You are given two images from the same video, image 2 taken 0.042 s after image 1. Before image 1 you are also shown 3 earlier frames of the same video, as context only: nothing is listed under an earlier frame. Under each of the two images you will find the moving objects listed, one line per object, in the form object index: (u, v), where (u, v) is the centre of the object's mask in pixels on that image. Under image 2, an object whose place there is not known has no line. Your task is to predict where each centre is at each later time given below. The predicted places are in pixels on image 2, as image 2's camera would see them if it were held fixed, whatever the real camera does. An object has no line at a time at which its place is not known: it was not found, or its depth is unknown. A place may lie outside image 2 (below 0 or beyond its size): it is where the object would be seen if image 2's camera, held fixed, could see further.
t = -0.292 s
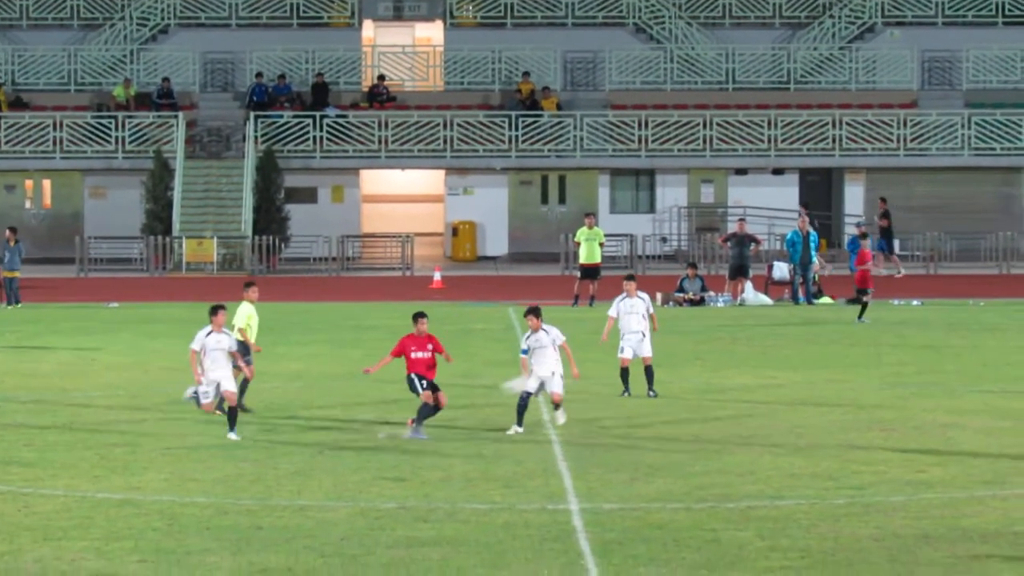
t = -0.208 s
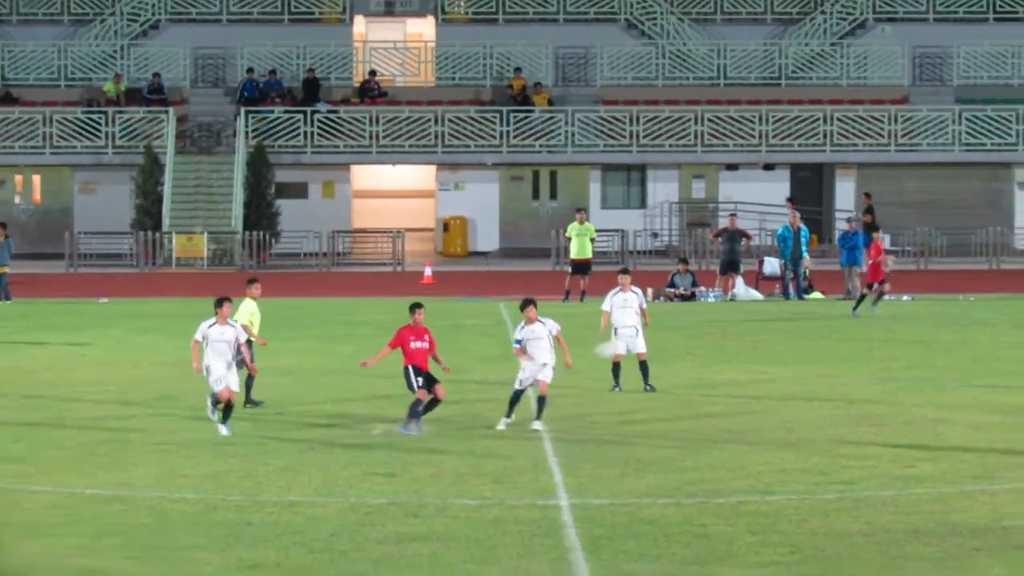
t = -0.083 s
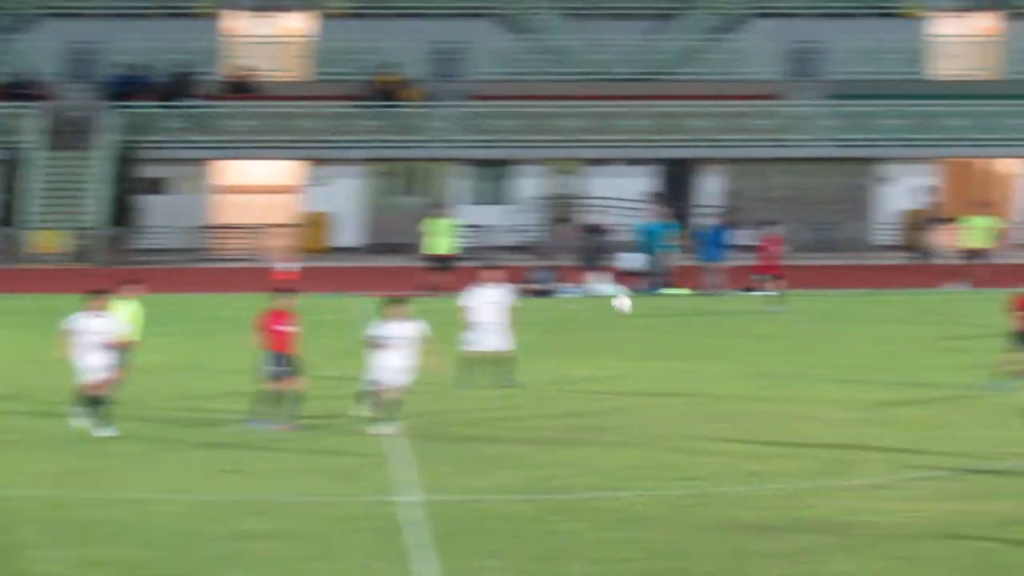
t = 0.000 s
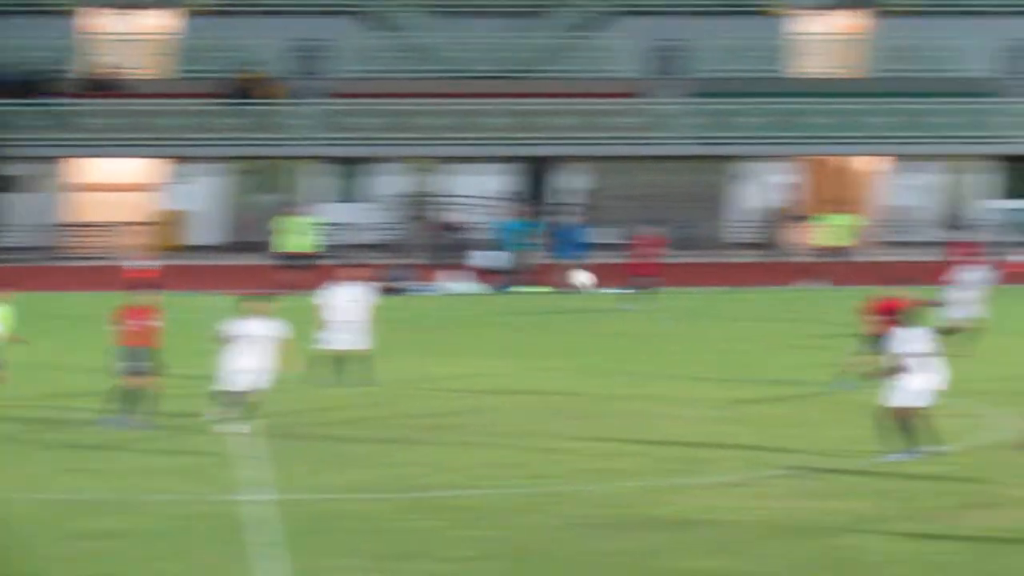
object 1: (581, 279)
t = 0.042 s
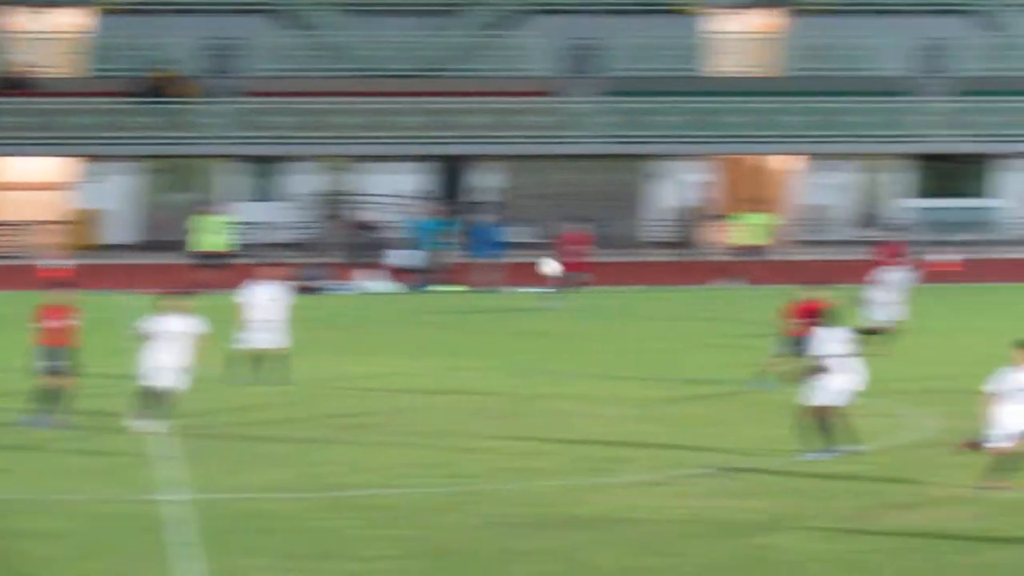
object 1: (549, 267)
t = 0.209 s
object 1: (755, 238)
